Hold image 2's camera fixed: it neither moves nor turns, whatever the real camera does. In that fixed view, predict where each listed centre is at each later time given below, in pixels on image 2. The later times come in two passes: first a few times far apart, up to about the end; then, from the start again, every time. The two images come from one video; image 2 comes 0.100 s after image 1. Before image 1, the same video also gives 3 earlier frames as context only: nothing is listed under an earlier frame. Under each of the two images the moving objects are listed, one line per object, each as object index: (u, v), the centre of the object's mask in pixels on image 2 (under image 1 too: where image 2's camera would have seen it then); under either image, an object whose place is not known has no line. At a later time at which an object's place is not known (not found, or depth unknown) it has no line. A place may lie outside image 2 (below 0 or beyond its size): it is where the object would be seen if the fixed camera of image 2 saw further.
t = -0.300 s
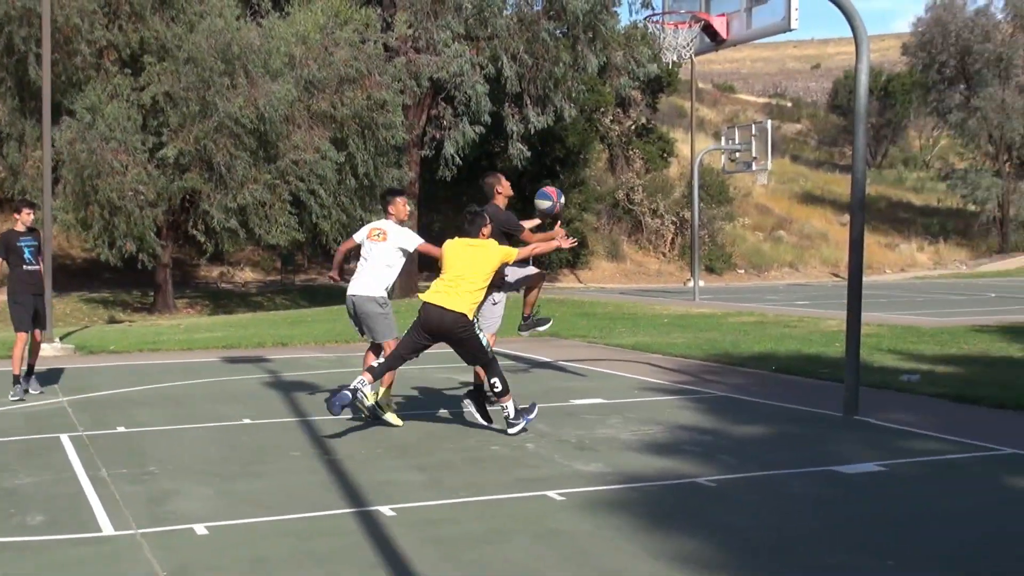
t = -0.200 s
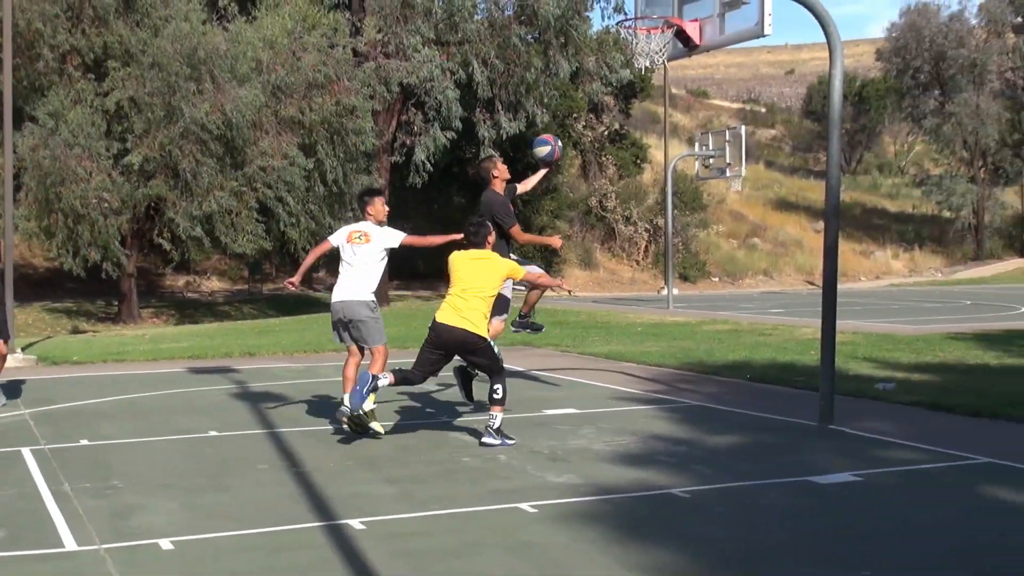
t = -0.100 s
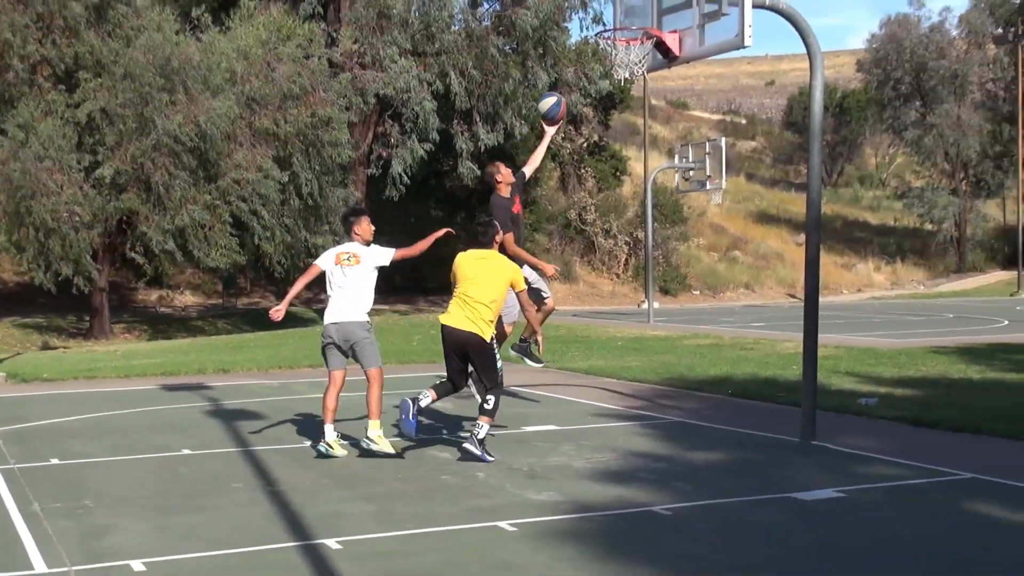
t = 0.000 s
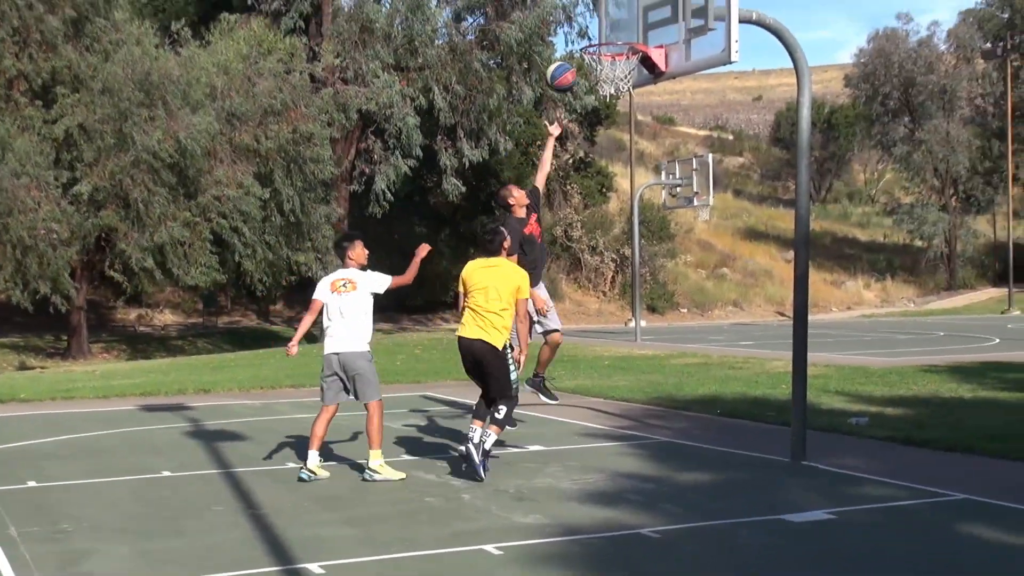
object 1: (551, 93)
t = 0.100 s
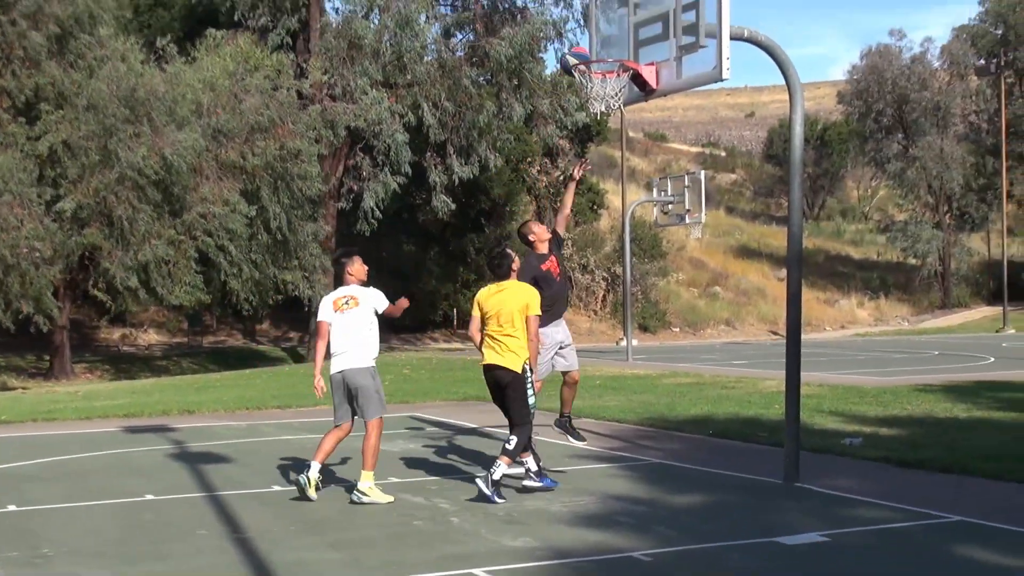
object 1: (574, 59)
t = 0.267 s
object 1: (613, 35)
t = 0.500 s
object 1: (603, 48)
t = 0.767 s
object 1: (608, 110)
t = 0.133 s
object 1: (583, 53)
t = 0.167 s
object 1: (590, 47)
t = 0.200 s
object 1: (599, 42)
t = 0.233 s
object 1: (607, 38)
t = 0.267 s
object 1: (613, 35)
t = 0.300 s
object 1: (611, 33)
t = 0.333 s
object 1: (609, 32)
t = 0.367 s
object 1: (607, 32)
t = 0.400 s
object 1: (606, 34)
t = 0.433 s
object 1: (605, 37)
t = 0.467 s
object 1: (604, 42)
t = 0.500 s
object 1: (603, 48)
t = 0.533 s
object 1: (602, 55)
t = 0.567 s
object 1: (603, 66)
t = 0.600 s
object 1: (602, 73)
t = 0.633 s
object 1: (601, 81)
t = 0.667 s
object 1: (603, 83)
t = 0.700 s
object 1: (603, 109)
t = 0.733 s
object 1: (604, 108)
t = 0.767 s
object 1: (608, 110)
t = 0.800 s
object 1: (611, 111)
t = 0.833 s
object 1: (615, 113)
